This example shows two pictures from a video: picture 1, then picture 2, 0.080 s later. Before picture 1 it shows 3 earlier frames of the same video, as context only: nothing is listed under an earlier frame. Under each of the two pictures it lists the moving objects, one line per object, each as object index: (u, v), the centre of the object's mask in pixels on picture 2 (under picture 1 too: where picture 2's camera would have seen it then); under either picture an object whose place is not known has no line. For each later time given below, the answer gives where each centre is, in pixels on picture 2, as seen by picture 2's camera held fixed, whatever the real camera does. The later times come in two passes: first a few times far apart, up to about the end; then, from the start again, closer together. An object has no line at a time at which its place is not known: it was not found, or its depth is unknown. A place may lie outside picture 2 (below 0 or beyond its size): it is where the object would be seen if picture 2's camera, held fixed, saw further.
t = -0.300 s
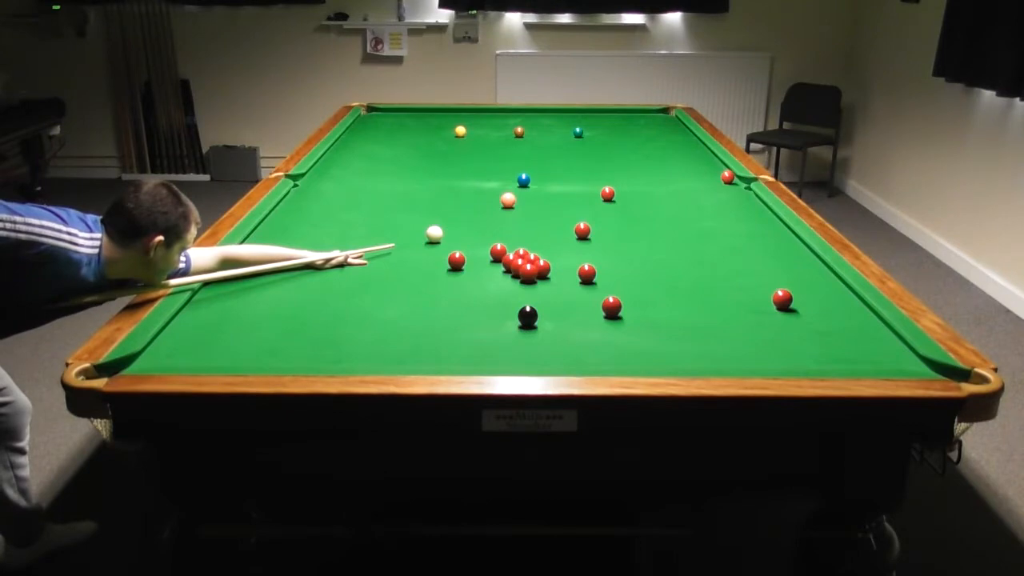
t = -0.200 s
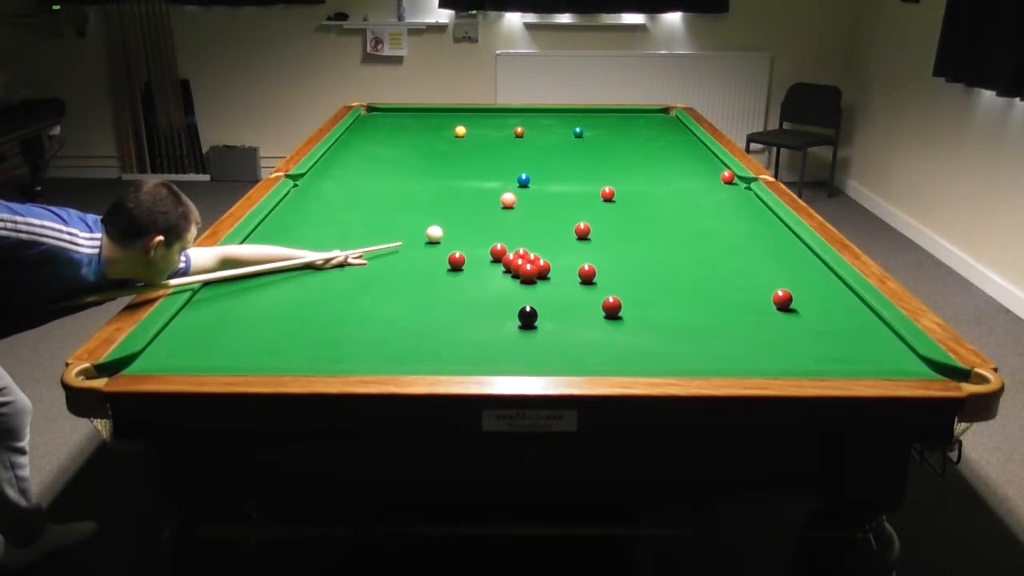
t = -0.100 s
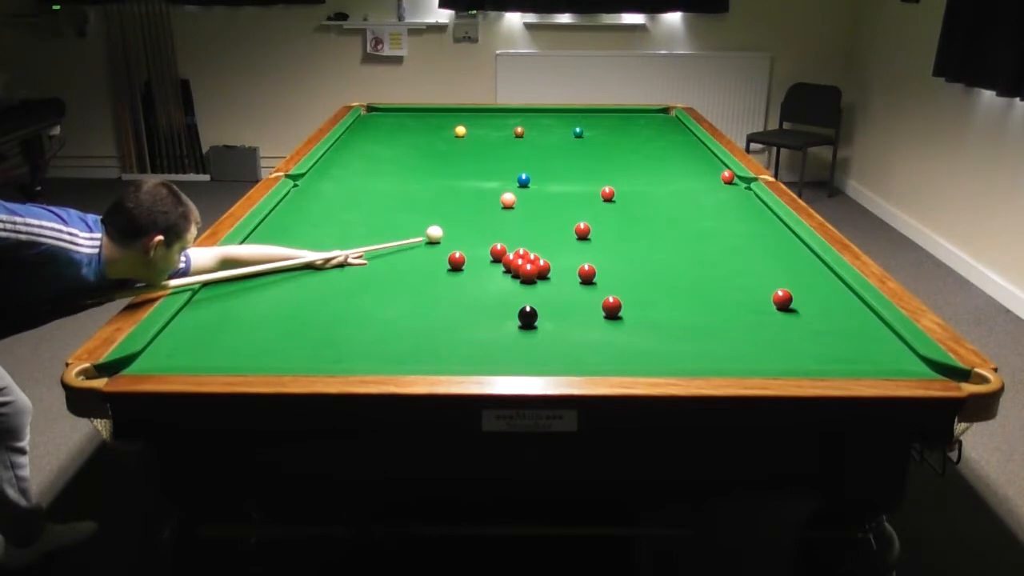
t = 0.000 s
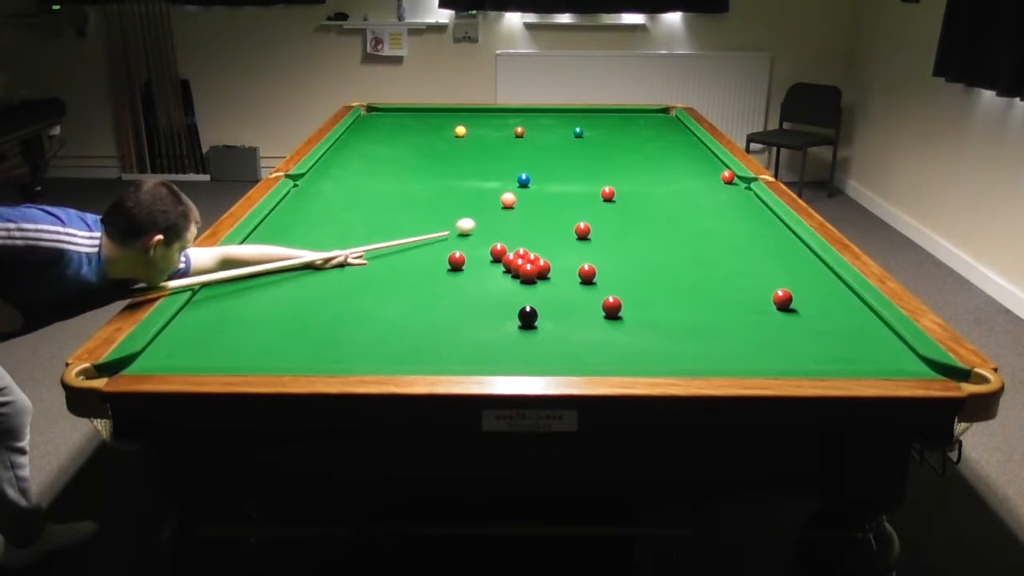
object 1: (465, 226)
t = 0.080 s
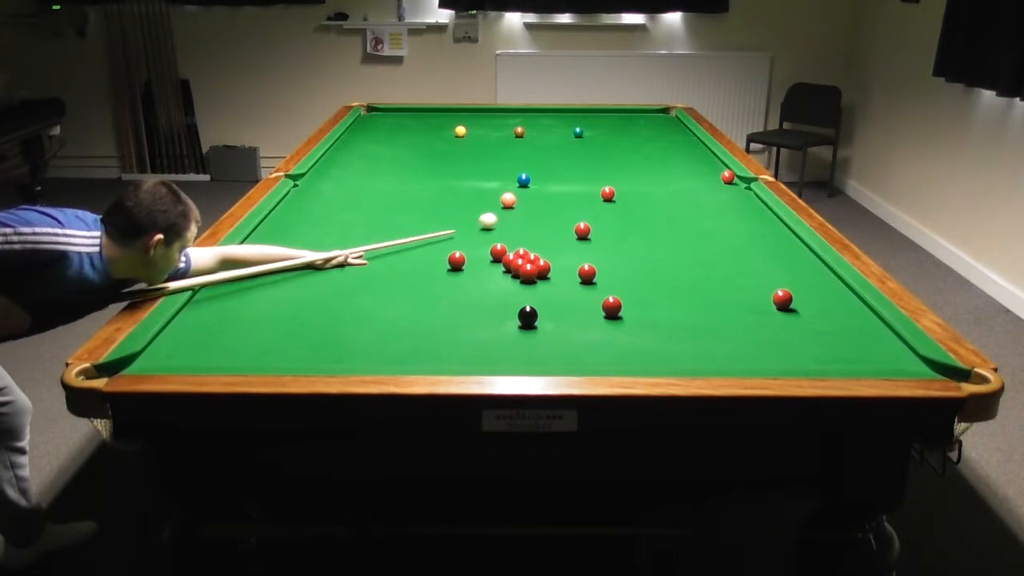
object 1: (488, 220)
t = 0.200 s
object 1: (513, 214)
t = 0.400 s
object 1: (547, 206)
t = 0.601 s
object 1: (578, 198)
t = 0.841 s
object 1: (595, 192)
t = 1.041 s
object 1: (596, 187)
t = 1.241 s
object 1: (597, 184)
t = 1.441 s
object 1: (598, 180)
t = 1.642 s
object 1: (599, 177)
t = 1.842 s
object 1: (600, 174)
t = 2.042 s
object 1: (601, 172)
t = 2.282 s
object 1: (602, 168)
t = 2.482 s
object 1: (603, 167)
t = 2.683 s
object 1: (604, 165)
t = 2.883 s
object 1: (605, 163)
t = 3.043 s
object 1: (606, 162)
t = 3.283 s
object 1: (606, 160)
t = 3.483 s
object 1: (606, 159)
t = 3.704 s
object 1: (606, 158)
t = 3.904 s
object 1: (605, 158)
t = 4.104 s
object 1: (605, 157)
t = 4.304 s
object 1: (604, 157)
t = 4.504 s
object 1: (604, 156)
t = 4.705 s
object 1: (604, 156)
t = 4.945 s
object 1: (604, 156)
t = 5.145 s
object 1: (604, 156)
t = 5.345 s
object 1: (604, 156)
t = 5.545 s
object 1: (604, 156)
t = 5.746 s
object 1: (604, 156)
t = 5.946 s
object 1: (604, 156)
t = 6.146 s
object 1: (604, 156)
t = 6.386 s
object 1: (604, 156)
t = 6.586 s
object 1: (604, 157)
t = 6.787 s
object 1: (604, 156)
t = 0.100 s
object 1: (493, 219)
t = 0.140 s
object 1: (501, 217)
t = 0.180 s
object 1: (509, 215)
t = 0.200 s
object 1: (513, 214)
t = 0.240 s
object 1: (520, 212)
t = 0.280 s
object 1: (527, 211)
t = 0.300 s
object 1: (530, 210)
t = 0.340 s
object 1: (537, 208)
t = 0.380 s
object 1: (544, 207)
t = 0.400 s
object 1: (547, 206)
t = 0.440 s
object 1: (553, 204)
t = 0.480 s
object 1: (560, 203)
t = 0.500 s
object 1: (563, 202)
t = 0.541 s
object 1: (569, 201)
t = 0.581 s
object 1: (575, 199)
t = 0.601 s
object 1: (578, 198)
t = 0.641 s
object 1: (584, 197)
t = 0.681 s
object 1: (590, 195)
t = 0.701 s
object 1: (593, 195)
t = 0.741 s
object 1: (594, 194)
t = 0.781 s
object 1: (594, 193)
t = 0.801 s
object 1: (594, 193)
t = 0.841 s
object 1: (595, 192)
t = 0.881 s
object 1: (595, 191)
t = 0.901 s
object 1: (595, 190)
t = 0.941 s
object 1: (595, 189)
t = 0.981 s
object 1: (595, 189)
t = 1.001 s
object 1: (596, 188)
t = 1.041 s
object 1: (596, 187)
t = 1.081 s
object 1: (596, 187)
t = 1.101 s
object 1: (596, 186)
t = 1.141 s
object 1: (596, 186)
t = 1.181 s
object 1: (596, 185)
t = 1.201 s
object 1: (597, 184)
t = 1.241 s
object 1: (597, 184)
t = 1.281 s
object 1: (597, 183)
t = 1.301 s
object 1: (597, 183)
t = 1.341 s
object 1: (597, 182)
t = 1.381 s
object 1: (598, 181)
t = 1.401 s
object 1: (598, 181)
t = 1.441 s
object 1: (598, 180)
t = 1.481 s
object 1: (598, 179)
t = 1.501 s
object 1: (598, 179)
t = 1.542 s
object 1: (598, 179)
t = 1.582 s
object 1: (599, 178)
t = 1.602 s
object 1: (599, 178)
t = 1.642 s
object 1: (599, 177)
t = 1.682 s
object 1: (600, 176)
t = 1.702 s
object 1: (600, 176)
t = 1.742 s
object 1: (600, 176)
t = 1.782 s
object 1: (600, 175)
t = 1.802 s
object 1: (600, 175)
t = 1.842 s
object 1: (600, 174)
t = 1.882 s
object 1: (601, 174)
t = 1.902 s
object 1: (601, 173)
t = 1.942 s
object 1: (601, 173)
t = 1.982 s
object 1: (601, 172)
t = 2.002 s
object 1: (601, 172)
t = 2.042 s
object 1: (601, 172)
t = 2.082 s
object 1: (601, 171)
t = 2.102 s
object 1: (602, 171)
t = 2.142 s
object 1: (602, 170)
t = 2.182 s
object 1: (602, 170)
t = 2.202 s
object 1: (602, 170)
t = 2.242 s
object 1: (602, 169)
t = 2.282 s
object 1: (602, 168)
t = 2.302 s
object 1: (602, 168)
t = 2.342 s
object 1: (603, 168)
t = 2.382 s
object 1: (603, 168)
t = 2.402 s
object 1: (603, 167)
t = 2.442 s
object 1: (603, 167)
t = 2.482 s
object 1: (603, 167)
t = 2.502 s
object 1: (603, 166)
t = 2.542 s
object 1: (604, 166)
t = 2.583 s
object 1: (604, 166)
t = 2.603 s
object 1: (604, 166)
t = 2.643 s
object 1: (604, 165)
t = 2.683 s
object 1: (604, 165)
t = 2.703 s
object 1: (604, 165)
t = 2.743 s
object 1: (604, 164)
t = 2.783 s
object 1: (604, 164)
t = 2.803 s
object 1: (604, 164)
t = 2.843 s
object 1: (605, 164)
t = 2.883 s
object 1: (605, 163)
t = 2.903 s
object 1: (605, 163)
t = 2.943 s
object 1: (605, 163)
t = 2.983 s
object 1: (605, 162)
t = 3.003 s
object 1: (605, 162)
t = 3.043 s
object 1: (606, 162)
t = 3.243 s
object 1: (606, 160)
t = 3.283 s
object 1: (606, 160)
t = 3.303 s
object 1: (606, 160)
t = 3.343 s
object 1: (606, 160)
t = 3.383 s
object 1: (606, 160)
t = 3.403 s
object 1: (606, 160)
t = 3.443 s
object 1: (606, 160)
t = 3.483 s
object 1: (606, 159)
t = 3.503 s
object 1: (606, 159)
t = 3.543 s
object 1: (606, 159)
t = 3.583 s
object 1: (606, 159)
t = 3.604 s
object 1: (606, 159)
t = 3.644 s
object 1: (606, 159)
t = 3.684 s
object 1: (606, 158)
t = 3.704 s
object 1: (606, 158)
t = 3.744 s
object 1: (606, 158)
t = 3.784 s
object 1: (606, 158)
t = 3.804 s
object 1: (605, 158)
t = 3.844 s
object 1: (605, 158)
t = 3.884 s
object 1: (605, 158)
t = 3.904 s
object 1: (605, 158)
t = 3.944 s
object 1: (605, 158)
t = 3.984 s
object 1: (605, 158)
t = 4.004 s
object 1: (605, 157)
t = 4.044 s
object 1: (605, 157)
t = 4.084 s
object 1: (605, 157)
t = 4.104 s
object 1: (605, 157)
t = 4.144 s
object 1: (605, 157)
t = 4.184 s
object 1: (605, 157)
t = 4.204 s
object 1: (605, 157)
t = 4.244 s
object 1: (604, 157)
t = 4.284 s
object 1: (604, 157)
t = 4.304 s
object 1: (604, 157)
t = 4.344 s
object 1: (604, 157)
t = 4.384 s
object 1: (604, 157)
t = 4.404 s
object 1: (604, 157)
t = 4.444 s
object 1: (604, 157)
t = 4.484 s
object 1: (604, 157)
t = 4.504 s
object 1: (604, 156)
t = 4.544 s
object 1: (604, 156)
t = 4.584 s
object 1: (604, 156)
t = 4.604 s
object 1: (604, 156)
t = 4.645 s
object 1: (604, 156)
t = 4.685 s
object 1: (604, 156)
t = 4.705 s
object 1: (604, 156)
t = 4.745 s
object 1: (604, 156)
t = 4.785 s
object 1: (604, 156)
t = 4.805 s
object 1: (604, 156)
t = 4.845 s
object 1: (604, 156)
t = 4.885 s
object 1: (604, 156)
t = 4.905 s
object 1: (604, 156)
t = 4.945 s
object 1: (604, 156)
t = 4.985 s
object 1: (604, 156)
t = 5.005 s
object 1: (604, 156)
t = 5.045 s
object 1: (604, 156)
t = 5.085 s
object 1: (604, 156)
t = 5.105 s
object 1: (604, 156)
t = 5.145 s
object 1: (604, 156)
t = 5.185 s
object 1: (604, 156)
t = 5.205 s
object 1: (604, 156)
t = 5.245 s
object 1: (604, 156)
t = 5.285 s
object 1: (604, 156)
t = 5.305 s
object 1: (604, 156)
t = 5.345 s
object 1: (604, 156)
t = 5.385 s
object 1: (604, 156)
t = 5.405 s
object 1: (604, 156)
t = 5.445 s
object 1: (604, 156)
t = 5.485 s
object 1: (604, 156)
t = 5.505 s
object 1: (604, 156)
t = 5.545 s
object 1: (604, 156)
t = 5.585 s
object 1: (604, 156)
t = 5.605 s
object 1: (604, 156)
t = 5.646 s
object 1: (604, 156)
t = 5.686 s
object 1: (604, 156)
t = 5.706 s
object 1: (604, 156)
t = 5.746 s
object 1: (604, 156)
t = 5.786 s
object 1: (604, 156)
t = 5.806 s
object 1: (604, 156)
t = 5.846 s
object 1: (604, 156)
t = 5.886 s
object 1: (604, 156)
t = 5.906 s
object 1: (604, 157)
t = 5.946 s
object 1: (604, 156)
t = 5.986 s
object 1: (604, 156)
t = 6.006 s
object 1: (604, 156)
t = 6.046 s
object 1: (604, 156)
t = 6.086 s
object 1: (604, 156)
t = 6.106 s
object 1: (604, 156)
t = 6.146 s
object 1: (604, 156)
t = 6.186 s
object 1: (604, 156)
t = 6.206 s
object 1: (604, 156)
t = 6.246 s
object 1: (604, 156)
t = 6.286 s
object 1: (604, 156)
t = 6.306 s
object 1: (604, 156)
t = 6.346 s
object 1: (604, 156)
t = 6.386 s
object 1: (604, 156)
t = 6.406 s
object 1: (604, 156)
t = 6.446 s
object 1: (604, 156)
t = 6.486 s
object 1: (604, 156)
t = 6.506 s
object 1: (604, 157)
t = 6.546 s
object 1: (604, 157)
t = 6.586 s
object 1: (604, 157)
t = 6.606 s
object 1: (604, 157)
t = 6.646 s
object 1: (604, 157)
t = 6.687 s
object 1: (604, 156)
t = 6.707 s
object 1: (604, 156)
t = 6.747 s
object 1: (604, 156)
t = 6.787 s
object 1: (604, 156)
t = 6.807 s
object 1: (604, 156)
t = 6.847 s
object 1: (604, 156)
